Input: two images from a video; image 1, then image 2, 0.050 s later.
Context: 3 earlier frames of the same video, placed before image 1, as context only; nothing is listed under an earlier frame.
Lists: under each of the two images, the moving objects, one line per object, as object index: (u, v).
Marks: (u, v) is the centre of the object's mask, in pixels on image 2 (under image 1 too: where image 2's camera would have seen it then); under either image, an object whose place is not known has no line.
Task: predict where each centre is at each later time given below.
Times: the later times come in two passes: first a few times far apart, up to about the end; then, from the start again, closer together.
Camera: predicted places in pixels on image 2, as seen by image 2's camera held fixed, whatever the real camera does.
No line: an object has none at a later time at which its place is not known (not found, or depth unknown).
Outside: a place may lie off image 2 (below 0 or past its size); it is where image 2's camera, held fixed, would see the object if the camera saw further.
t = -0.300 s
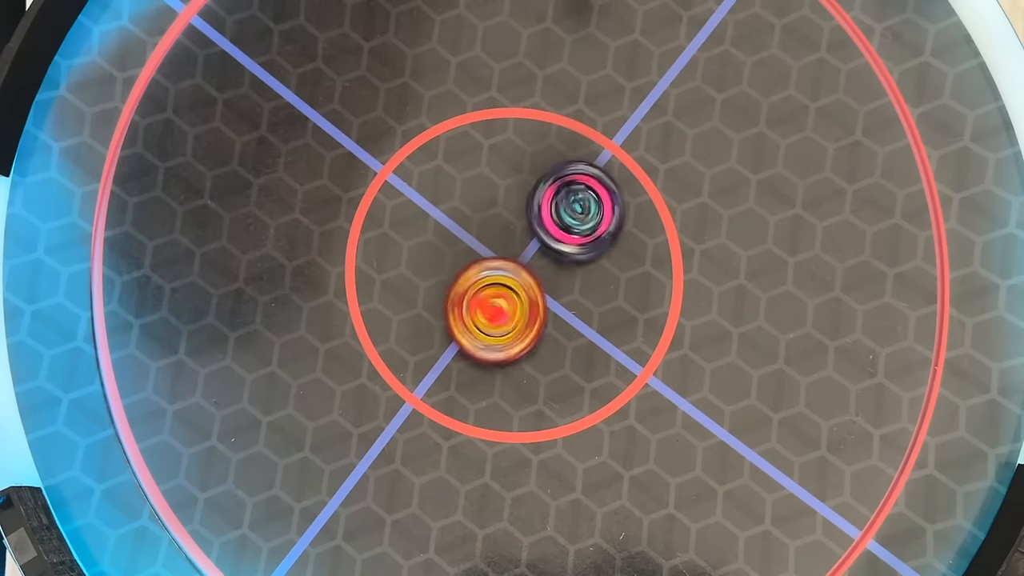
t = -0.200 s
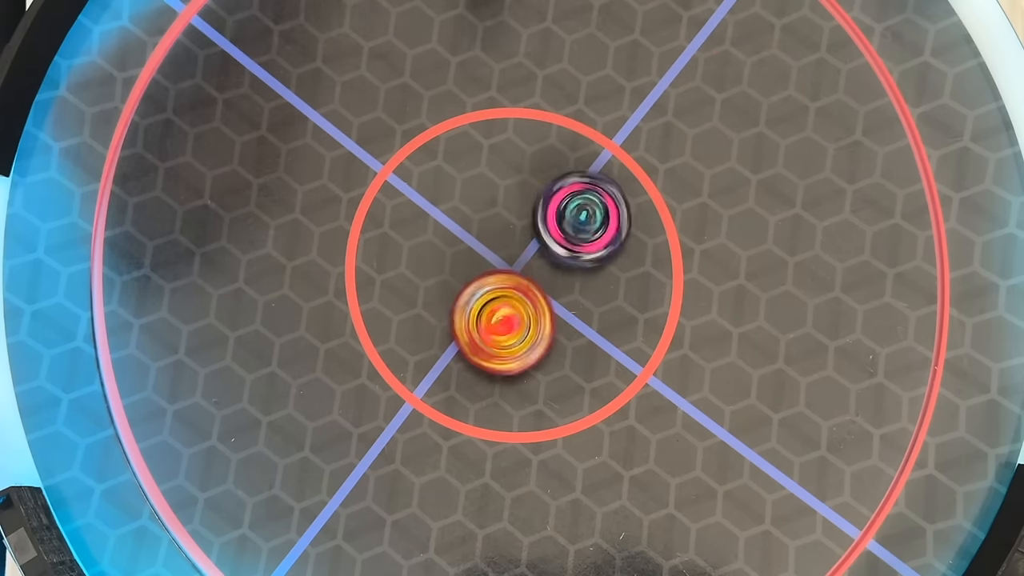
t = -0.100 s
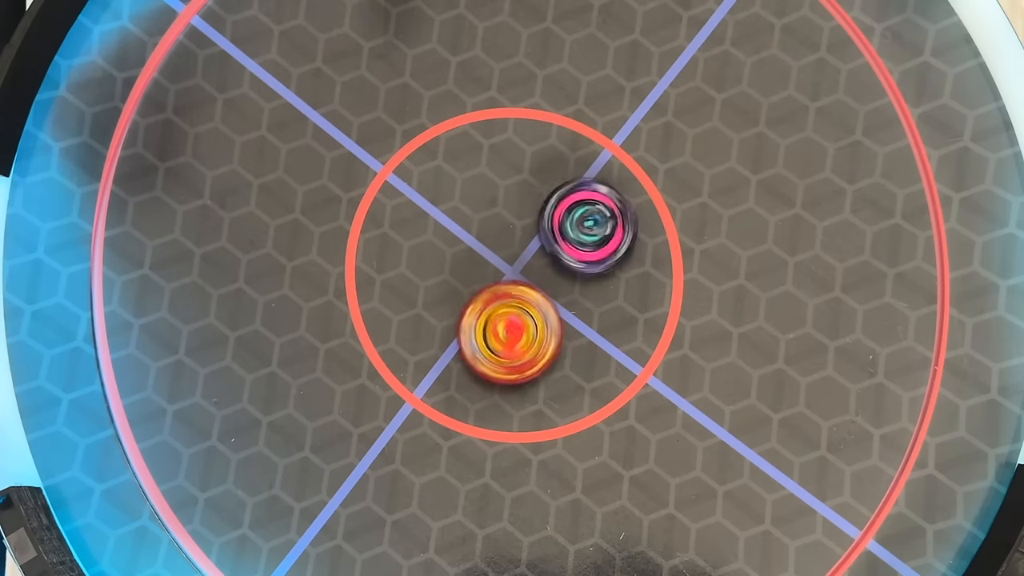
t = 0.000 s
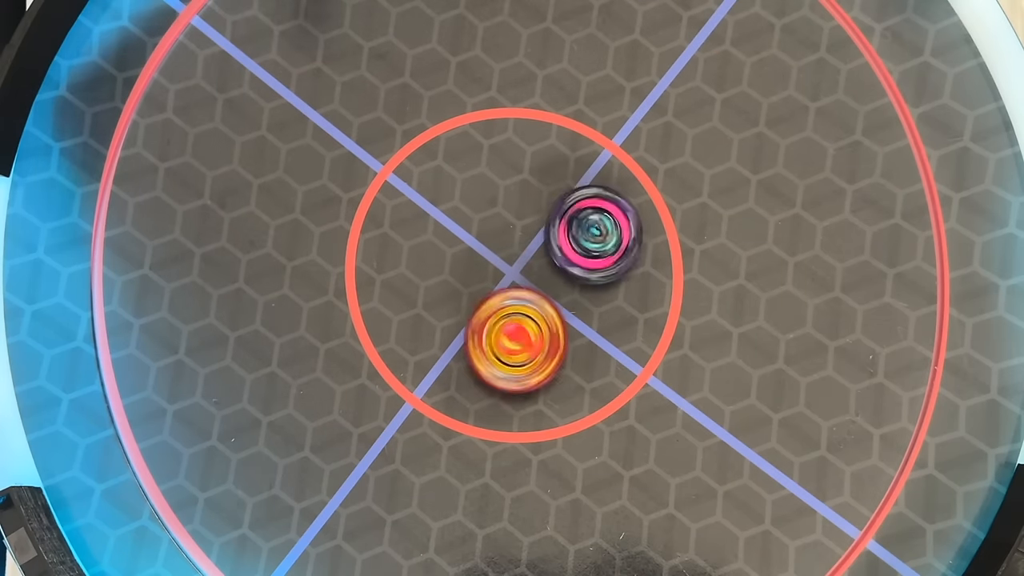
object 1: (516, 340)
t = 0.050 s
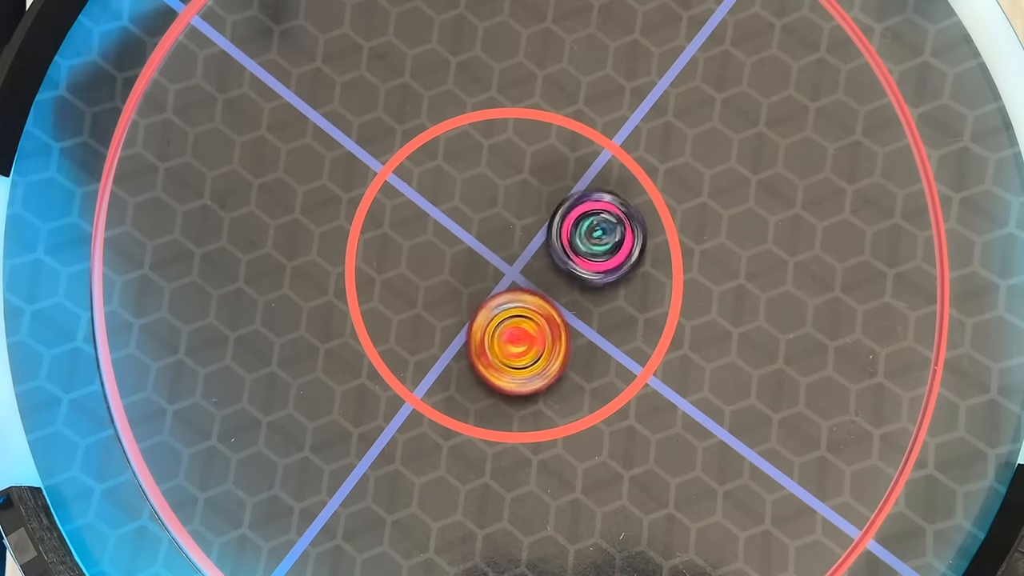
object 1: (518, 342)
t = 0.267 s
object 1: (527, 344)
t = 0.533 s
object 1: (537, 333)
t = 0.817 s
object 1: (531, 319)
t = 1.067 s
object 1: (500, 306)
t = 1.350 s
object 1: (461, 278)
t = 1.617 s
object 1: (456, 241)
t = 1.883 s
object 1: (482, 218)
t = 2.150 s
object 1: (524, 223)
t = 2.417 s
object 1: (546, 219)
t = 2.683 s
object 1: (556, 215)
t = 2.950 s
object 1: (556, 222)
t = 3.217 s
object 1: (548, 217)
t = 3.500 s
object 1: (533, 221)
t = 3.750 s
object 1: (514, 227)
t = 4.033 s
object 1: (497, 222)
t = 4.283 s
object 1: (491, 218)
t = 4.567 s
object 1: (501, 215)
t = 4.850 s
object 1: (514, 222)
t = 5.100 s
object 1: (531, 231)
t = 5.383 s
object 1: (550, 237)
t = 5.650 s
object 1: (568, 247)
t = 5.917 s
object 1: (571, 257)
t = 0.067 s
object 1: (519, 342)
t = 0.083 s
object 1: (520, 342)
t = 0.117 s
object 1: (521, 344)
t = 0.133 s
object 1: (521, 344)
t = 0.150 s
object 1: (523, 344)
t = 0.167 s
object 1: (523, 345)
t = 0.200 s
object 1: (524, 344)
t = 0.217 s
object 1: (525, 345)
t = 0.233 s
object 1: (525, 345)
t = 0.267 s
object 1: (527, 344)
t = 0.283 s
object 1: (526, 344)
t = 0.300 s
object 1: (527, 343)
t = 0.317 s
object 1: (529, 343)
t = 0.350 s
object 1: (529, 342)
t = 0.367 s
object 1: (530, 341)
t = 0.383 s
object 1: (531, 342)
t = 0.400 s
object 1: (531, 340)
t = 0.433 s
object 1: (533, 339)
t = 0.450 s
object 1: (533, 338)
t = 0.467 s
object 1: (534, 337)
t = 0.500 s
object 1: (535, 335)
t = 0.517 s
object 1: (536, 334)
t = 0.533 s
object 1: (537, 333)
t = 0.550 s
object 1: (537, 332)
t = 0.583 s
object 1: (539, 328)
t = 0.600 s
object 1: (540, 327)
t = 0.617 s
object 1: (538, 327)
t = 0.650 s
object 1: (536, 326)
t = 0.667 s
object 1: (534, 326)
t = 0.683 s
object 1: (533, 325)
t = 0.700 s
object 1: (533, 324)
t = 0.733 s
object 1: (534, 323)
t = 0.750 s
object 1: (533, 323)
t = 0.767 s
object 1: (533, 322)
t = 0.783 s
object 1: (532, 321)
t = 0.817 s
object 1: (531, 319)
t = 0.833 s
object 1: (530, 319)
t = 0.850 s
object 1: (528, 318)
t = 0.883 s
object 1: (527, 316)
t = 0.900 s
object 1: (525, 315)
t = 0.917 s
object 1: (524, 314)
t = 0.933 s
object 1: (523, 313)
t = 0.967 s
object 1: (519, 311)
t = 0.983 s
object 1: (518, 310)
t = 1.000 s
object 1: (513, 310)
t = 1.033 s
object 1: (506, 308)
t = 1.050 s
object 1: (503, 307)
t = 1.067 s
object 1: (500, 306)
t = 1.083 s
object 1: (497, 305)
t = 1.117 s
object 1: (492, 303)
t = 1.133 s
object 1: (488, 302)
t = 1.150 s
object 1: (486, 301)
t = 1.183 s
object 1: (481, 298)
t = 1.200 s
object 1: (479, 295)
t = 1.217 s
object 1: (476, 294)
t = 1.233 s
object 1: (474, 293)
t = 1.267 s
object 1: (470, 288)
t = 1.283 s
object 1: (468, 287)
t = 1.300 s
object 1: (466, 285)
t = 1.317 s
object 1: (464, 282)
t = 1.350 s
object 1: (461, 278)
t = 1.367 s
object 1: (459, 275)
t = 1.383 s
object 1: (459, 273)
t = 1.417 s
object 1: (456, 269)
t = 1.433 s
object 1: (456, 266)
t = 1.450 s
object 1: (455, 264)
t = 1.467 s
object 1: (455, 261)
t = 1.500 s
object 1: (454, 256)
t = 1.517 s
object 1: (454, 254)
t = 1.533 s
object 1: (454, 253)
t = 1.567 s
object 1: (455, 248)
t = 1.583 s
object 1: (455, 246)
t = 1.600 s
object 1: (455, 243)
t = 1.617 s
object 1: (456, 241)
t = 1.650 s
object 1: (457, 237)
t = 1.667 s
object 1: (458, 235)
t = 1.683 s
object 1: (460, 233)
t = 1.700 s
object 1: (461, 232)
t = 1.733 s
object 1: (464, 228)
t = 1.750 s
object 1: (466, 227)
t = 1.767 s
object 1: (467, 226)
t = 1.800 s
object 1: (471, 223)
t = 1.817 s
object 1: (473, 222)
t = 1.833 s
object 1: (475, 221)
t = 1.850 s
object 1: (477, 219)
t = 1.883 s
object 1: (482, 218)
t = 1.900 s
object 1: (484, 218)
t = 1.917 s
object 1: (486, 217)
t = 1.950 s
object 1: (492, 217)
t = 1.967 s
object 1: (493, 216)
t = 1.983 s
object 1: (497, 216)
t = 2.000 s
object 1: (499, 217)
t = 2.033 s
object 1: (504, 217)
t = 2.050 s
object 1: (508, 218)
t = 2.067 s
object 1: (510, 219)
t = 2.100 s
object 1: (516, 220)
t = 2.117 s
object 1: (519, 221)
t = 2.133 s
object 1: (521, 222)
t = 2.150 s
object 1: (524, 223)
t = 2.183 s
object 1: (529, 222)
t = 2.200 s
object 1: (529, 221)
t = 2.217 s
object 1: (532, 221)
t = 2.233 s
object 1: (533, 222)
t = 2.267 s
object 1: (535, 221)
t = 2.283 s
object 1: (538, 221)
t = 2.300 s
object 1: (540, 220)
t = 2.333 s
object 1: (541, 219)
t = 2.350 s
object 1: (543, 219)
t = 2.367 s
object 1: (543, 219)
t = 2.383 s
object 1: (543, 219)
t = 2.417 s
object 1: (546, 219)
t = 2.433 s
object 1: (546, 220)
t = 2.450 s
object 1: (546, 219)
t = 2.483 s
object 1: (548, 220)
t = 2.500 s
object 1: (548, 220)
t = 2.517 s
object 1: (550, 217)
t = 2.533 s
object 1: (552, 217)
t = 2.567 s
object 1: (553, 216)
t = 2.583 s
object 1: (553, 216)
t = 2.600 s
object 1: (554, 216)
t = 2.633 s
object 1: (555, 216)
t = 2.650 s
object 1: (555, 216)
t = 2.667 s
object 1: (555, 215)
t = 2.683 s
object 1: (556, 215)
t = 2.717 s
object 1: (555, 216)
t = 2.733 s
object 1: (556, 216)
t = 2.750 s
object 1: (556, 216)
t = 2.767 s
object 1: (556, 218)
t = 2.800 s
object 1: (557, 217)
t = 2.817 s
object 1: (558, 217)
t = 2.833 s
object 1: (558, 219)
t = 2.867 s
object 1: (556, 219)
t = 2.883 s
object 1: (556, 219)
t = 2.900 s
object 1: (556, 220)
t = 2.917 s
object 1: (556, 220)
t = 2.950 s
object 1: (556, 222)
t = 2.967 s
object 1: (555, 223)
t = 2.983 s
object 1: (556, 220)
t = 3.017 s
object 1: (555, 218)
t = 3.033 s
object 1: (555, 218)
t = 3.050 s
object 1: (554, 219)
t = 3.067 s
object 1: (554, 218)
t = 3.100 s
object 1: (553, 218)
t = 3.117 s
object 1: (551, 218)
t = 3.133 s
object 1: (551, 217)
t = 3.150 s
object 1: (550, 217)
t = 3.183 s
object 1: (549, 218)
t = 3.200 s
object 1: (548, 217)
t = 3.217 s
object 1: (548, 217)
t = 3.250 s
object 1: (547, 218)
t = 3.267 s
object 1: (545, 218)
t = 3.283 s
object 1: (545, 218)
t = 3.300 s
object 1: (544, 218)
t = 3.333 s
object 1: (542, 218)
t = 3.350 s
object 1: (542, 219)
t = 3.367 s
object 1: (541, 219)
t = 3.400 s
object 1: (538, 219)
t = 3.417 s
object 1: (537, 220)
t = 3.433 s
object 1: (537, 220)
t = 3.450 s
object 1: (535, 221)
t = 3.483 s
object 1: (533, 221)
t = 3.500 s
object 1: (533, 221)
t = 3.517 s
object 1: (531, 222)
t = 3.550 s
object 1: (528, 222)
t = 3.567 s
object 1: (527, 223)
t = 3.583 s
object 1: (527, 223)
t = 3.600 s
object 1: (525, 224)
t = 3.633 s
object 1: (522, 224)
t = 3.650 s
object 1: (522, 225)
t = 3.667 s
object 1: (520, 225)
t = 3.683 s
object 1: (519, 225)
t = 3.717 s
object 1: (517, 227)
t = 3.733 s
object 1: (515, 227)
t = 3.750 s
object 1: (514, 227)
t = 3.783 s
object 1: (513, 228)
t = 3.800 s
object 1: (511, 229)
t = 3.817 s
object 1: (509, 229)
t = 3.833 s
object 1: (508, 229)
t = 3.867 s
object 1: (506, 230)
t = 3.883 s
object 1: (505, 230)
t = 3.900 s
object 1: (504, 230)
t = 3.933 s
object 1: (503, 227)
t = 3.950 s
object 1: (502, 226)
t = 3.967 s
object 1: (501, 225)
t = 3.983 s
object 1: (499, 225)
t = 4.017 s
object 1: (496, 223)
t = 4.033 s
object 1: (497, 222)
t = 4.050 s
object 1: (497, 222)
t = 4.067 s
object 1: (496, 222)
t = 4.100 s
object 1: (494, 220)
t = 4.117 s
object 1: (495, 220)
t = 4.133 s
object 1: (494, 220)
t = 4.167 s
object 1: (492, 219)
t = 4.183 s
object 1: (492, 218)
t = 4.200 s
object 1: (492, 218)
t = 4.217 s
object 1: (493, 218)
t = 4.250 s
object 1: (493, 218)
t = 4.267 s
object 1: (493, 219)
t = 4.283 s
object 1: (491, 218)
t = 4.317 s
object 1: (492, 217)
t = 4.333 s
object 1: (494, 218)
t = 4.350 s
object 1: (493, 219)
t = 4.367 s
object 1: (492, 220)
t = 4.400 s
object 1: (493, 219)
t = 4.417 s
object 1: (493, 219)
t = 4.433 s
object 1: (493, 220)
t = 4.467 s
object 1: (494, 222)
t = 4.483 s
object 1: (495, 221)
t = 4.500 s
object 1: (497, 218)
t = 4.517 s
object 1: (498, 217)
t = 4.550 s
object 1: (500, 214)
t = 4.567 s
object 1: (501, 215)
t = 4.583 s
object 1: (501, 215)
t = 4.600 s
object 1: (501, 214)
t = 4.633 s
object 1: (503, 213)
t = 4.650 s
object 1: (504, 214)
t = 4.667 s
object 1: (504, 214)
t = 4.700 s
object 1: (506, 214)
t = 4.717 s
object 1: (507, 215)
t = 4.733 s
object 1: (507, 216)
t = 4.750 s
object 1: (508, 215)
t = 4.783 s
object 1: (511, 218)
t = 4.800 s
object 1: (511, 220)
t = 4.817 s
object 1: (511, 220)
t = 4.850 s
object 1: (514, 222)
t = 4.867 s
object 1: (515, 224)
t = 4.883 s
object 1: (515, 225)
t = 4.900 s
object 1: (516, 226)
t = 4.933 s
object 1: (517, 230)
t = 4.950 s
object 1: (519, 230)
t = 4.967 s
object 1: (521, 230)
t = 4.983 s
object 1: (522, 231)
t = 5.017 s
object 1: (525, 232)
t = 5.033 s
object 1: (526, 231)
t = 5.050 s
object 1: (528, 231)
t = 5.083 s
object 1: (530, 231)
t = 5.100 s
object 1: (531, 231)
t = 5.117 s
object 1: (532, 230)
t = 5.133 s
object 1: (533, 231)
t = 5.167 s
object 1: (536, 231)
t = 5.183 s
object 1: (536, 232)
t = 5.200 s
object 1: (537, 232)
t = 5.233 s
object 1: (539, 233)
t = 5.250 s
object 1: (539, 234)
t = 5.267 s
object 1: (540, 234)
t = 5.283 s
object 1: (542, 234)
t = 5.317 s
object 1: (546, 234)
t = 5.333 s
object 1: (548, 235)
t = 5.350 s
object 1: (549, 236)
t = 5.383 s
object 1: (550, 237)
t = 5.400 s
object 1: (552, 236)
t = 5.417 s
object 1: (553, 237)
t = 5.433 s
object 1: (554, 237)
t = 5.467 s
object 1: (556, 239)
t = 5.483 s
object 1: (556, 240)
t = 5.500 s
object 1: (556, 240)
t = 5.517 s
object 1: (558, 240)
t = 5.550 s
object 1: (560, 242)
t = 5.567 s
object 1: (560, 244)
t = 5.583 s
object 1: (560, 244)
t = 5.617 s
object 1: (566, 244)
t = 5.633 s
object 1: (567, 245)
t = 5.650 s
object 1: (568, 247)
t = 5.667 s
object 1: (568, 247)
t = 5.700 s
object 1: (569, 247)
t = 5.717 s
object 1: (570, 247)
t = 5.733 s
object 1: (571, 248)
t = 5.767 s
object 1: (572, 251)
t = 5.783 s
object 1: (571, 252)
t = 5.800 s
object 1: (571, 252)
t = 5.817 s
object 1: (572, 252)
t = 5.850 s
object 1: (572, 255)
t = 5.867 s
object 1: (571, 256)
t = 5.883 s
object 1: (570, 256)
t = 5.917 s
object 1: (571, 257)
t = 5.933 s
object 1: (570, 258)
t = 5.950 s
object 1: (569, 260)
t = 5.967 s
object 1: (568, 260)
